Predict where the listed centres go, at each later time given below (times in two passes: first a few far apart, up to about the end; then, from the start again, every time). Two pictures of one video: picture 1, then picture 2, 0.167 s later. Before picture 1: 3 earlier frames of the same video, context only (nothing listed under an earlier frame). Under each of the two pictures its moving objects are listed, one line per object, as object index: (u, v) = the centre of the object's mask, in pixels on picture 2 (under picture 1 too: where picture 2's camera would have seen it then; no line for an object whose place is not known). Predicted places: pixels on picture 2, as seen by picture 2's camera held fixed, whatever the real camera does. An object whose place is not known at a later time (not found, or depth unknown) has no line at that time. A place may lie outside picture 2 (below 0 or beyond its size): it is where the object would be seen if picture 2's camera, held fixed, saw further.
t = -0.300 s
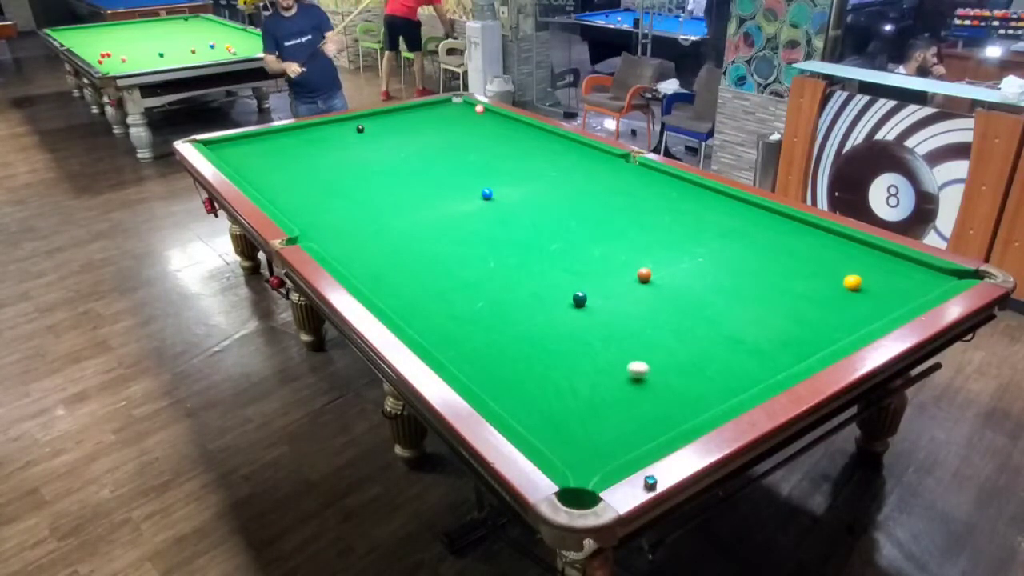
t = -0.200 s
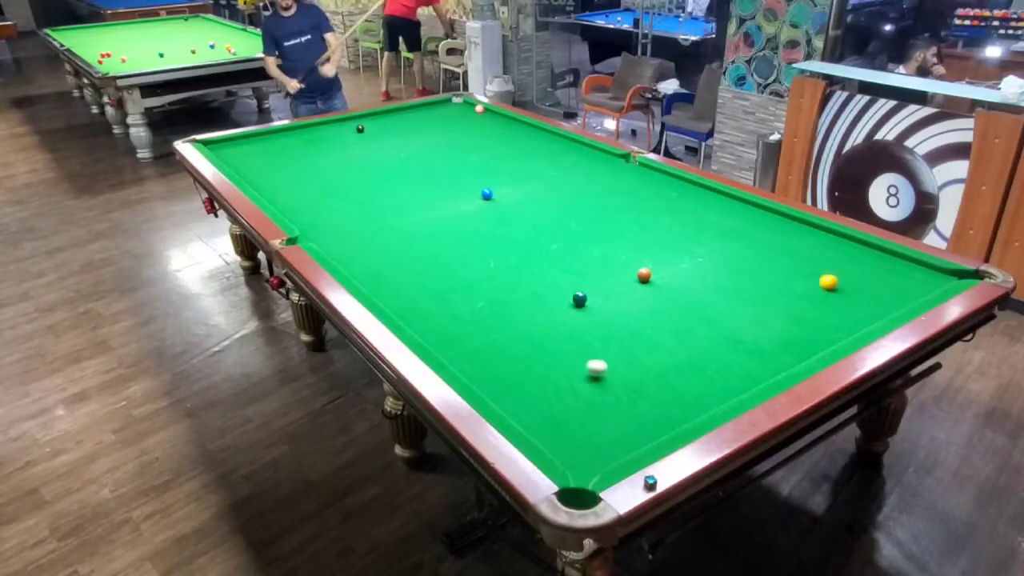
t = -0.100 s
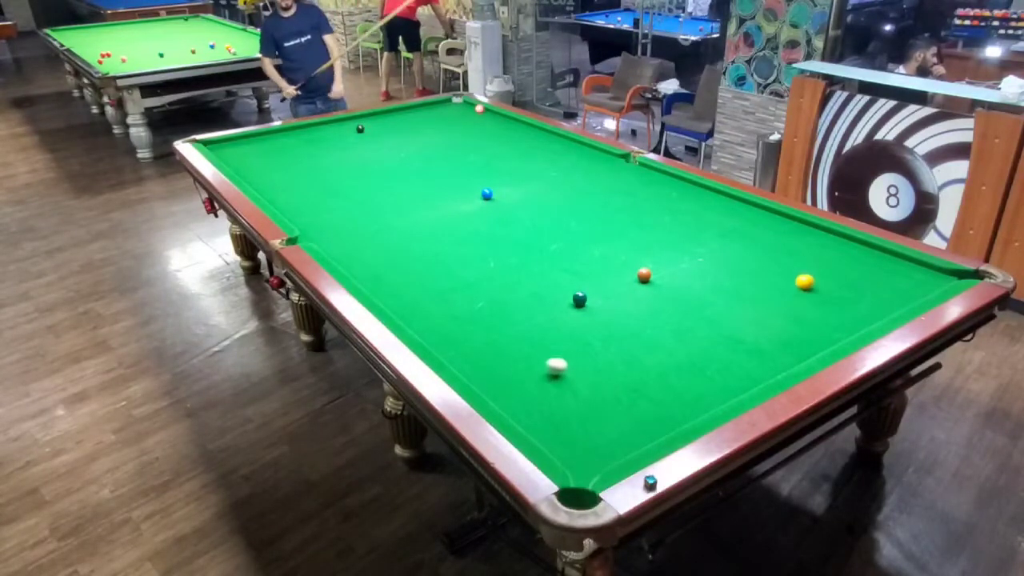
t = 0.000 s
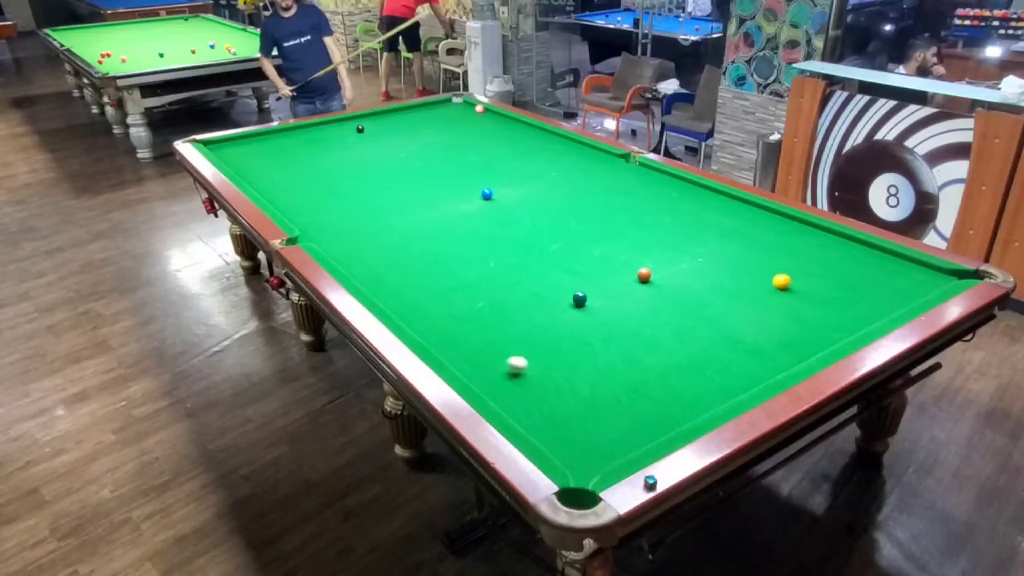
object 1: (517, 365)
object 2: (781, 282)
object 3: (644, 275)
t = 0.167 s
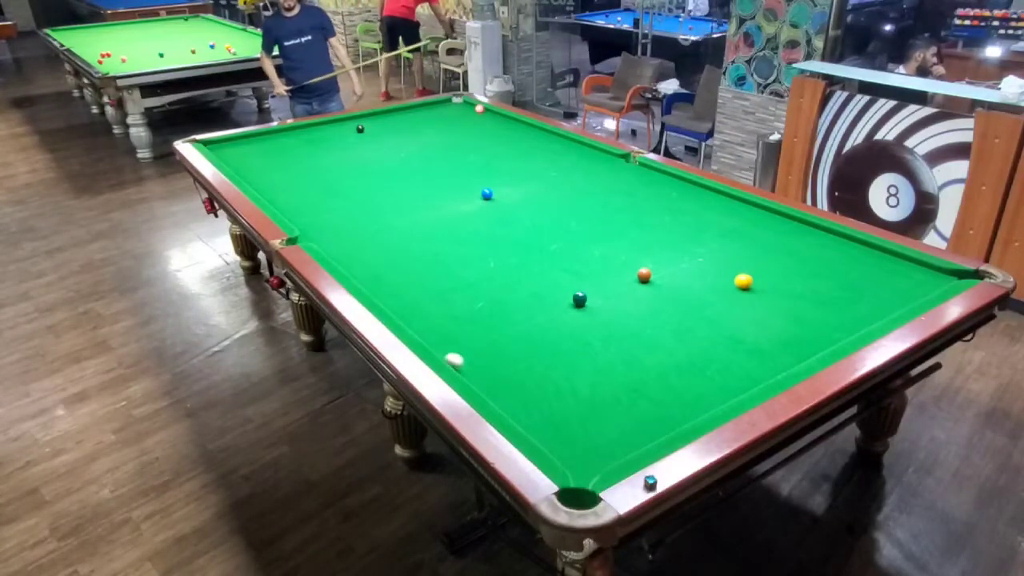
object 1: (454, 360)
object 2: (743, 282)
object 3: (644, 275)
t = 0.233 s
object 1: (457, 350)
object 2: (728, 282)
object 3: (644, 275)
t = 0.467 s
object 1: (469, 314)
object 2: (678, 281)
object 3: (644, 275)
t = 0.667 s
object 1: (477, 288)
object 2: (639, 283)
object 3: (642, 271)
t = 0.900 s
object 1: (486, 262)
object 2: (599, 288)
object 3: (635, 268)
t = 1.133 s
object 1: (494, 240)
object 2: (559, 293)
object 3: (629, 264)
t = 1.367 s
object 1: (500, 221)
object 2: (520, 299)
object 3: (624, 261)
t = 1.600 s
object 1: (506, 204)
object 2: (482, 304)
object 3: (620, 258)
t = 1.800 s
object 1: (510, 192)
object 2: (451, 309)
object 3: (617, 256)
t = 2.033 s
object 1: (515, 179)
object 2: (415, 313)
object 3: (614, 254)
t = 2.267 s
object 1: (519, 167)
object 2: (406, 311)
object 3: (612, 253)
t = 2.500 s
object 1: (523, 157)
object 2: (420, 302)
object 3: (611, 252)
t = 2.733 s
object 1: (526, 147)
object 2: (432, 294)
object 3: (611, 252)
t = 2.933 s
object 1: (529, 141)
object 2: (441, 288)
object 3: (611, 252)
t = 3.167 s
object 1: (532, 133)
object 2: (451, 282)
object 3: (611, 252)
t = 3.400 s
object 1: (533, 127)
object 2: (460, 277)
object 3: (611, 252)
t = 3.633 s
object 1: (518, 126)
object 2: (468, 272)
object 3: (611, 252)
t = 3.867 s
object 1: (503, 125)
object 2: (474, 268)
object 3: (611, 252)
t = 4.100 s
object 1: (490, 125)
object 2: (480, 265)
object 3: (611, 252)
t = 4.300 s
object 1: (479, 124)
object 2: (484, 262)
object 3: (611, 252)
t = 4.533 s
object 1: (467, 123)
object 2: (488, 260)
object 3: (611, 252)
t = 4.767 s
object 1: (456, 123)
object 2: (492, 258)
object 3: (611, 252)
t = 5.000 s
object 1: (446, 123)
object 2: (494, 257)
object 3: (611, 252)
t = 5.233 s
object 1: (437, 122)
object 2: (495, 256)
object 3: (611, 252)
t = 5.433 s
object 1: (430, 122)
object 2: (495, 255)
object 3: (611, 252)
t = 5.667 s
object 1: (422, 122)
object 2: (495, 255)
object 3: (611, 252)
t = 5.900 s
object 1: (415, 122)
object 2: (495, 255)
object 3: (611, 252)
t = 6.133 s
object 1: (409, 121)
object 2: (495, 255)
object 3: (611, 252)
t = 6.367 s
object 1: (404, 121)
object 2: (495, 255)
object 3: (611, 252)
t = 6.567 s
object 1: (399, 121)
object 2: (495, 255)
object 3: (611, 252)
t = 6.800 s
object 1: (395, 121)
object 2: (495, 255)
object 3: (611, 252)
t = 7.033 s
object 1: (392, 120)
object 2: (495, 255)
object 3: (611, 252)
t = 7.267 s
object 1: (389, 120)
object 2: (495, 255)
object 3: (611, 252)
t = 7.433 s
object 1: (388, 120)
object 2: (495, 255)
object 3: (611, 252)
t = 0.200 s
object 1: (454, 356)
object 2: (736, 282)
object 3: (644, 275)
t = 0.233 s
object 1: (457, 350)
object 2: (728, 282)
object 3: (644, 275)
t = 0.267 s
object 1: (459, 344)
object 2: (721, 281)
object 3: (644, 275)
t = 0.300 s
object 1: (460, 339)
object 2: (714, 281)
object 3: (644, 275)
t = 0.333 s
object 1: (462, 334)
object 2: (706, 281)
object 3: (644, 275)
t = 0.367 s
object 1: (464, 329)
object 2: (699, 281)
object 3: (644, 275)
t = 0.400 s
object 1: (465, 324)
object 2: (692, 281)
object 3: (644, 275)
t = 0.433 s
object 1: (467, 319)
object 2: (685, 281)
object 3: (644, 275)
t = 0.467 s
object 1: (469, 314)
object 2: (678, 281)
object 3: (644, 275)
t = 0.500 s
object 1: (470, 309)
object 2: (671, 281)
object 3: (644, 275)
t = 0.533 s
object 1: (471, 305)
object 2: (664, 281)
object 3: (644, 275)
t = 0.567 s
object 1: (473, 300)
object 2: (657, 281)
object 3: (643, 275)
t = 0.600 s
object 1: (474, 296)
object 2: (650, 281)
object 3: (642, 273)
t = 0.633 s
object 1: (476, 292)
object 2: (645, 282)
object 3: (642, 271)
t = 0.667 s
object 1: (477, 288)
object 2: (639, 283)
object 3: (642, 271)
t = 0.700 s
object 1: (478, 284)
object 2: (633, 284)
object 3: (641, 272)
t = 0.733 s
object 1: (480, 280)
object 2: (627, 284)
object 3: (640, 272)
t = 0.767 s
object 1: (481, 276)
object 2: (621, 285)
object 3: (639, 271)
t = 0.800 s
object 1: (482, 273)
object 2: (616, 286)
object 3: (638, 270)
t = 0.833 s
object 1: (483, 269)
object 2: (610, 286)
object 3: (637, 270)
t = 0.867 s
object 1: (485, 265)
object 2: (604, 287)
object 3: (636, 269)
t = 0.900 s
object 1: (486, 262)
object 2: (599, 288)
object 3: (635, 268)
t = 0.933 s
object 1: (487, 259)
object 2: (593, 289)
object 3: (634, 267)
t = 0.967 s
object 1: (488, 255)
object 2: (588, 289)
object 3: (634, 267)
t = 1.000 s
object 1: (489, 252)
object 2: (583, 288)
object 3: (632, 266)
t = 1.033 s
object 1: (490, 249)
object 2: (576, 289)
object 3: (632, 266)
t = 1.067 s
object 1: (491, 246)
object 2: (570, 291)
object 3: (631, 265)
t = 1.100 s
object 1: (493, 243)
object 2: (565, 293)
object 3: (630, 265)
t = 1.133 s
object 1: (494, 240)
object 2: (559, 293)
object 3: (629, 264)
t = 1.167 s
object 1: (494, 237)
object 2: (554, 294)
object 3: (629, 264)
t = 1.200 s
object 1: (495, 234)
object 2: (548, 295)
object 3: (628, 263)
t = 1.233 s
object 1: (496, 231)
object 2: (542, 296)
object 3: (627, 263)
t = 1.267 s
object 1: (497, 228)
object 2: (537, 297)
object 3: (626, 262)
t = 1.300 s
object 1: (498, 226)
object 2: (531, 298)
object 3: (626, 262)
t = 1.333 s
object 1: (499, 223)
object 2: (526, 298)
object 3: (625, 261)
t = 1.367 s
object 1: (500, 221)
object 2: (520, 299)
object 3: (624, 261)
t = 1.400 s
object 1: (501, 219)
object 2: (515, 300)
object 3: (623, 260)
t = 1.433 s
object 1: (502, 216)
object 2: (510, 301)
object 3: (623, 260)
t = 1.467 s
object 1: (503, 214)
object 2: (504, 302)
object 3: (622, 260)
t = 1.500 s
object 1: (503, 211)
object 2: (499, 302)
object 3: (621, 259)
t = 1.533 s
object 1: (504, 209)
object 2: (493, 303)
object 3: (621, 259)
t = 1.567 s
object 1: (505, 207)
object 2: (488, 304)
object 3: (620, 258)
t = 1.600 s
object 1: (506, 204)
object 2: (482, 304)
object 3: (620, 258)
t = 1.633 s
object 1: (507, 202)
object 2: (477, 305)
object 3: (619, 258)
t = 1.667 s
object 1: (507, 200)
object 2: (472, 306)
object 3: (619, 257)
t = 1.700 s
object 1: (508, 198)
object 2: (467, 306)
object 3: (618, 257)
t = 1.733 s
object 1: (509, 196)
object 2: (462, 307)
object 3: (618, 257)
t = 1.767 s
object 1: (509, 194)
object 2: (456, 308)
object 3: (617, 256)
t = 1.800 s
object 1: (510, 192)
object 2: (451, 309)
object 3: (617, 256)
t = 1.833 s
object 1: (511, 190)
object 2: (446, 309)
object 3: (616, 256)
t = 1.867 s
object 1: (511, 188)
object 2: (441, 310)
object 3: (616, 256)
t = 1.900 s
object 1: (512, 186)
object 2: (436, 311)
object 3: (615, 255)
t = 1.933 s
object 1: (513, 184)
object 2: (430, 311)
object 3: (615, 255)
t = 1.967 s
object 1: (513, 182)
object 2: (425, 312)
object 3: (615, 255)
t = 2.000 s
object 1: (514, 181)
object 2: (420, 312)
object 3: (614, 254)
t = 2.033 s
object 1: (515, 179)
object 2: (415, 313)
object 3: (614, 254)
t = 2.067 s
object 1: (515, 177)
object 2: (410, 314)
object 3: (613, 254)
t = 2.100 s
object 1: (516, 175)
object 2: (405, 314)
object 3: (613, 254)
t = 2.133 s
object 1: (517, 174)
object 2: (401, 314)
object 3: (613, 253)
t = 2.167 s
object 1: (517, 172)
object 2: (400, 313)
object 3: (613, 253)
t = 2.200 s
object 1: (518, 170)
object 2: (402, 313)
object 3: (613, 253)
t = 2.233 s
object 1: (519, 169)
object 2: (404, 312)
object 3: (612, 253)
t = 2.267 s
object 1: (519, 167)
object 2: (406, 311)
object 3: (612, 253)
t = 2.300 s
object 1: (520, 166)
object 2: (408, 309)
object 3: (612, 252)
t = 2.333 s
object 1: (520, 164)
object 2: (410, 308)
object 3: (612, 252)
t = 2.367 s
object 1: (520, 163)
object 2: (412, 306)
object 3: (612, 252)
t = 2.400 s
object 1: (521, 161)
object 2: (414, 305)
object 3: (611, 252)
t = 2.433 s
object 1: (522, 160)
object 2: (416, 304)
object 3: (611, 252)
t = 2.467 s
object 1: (522, 158)
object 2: (418, 303)
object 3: (611, 252)
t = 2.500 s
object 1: (523, 157)
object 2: (420, 302)
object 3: (611, 252)
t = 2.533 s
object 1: (523, 156)
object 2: (421, 301)
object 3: (611, 252)
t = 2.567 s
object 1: (524, 154)
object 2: (423, 299)
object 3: (611, 252)
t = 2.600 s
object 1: (524, 153)
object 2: (425, 298)
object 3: (611, 252)
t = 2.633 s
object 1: (525, 151)
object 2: (427, 297)
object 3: (611, 252)
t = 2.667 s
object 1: (525, 150)
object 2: (428, 296)
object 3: (611, 252)
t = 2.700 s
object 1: (526, 149)
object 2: (430, 295)
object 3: (611, 252)
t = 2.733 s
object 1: (526, 147)
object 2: (432, 294)
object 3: (611, 252)
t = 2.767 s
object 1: (527, 146)
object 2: (433, 293)
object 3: (611, 252)
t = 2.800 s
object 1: (527, 145)
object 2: (435, 292)
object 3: (611, 252)
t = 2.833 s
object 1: (528, 144)
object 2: (437, 291)
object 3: (611, 252)
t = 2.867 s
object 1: (528, 143)
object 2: (438, 290)
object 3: (611, 252)
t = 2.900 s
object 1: (529, 142)
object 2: (439, 289)
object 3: (611, 252)
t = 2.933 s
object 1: (529, 141)
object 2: (441, 288)
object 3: (611, 252)
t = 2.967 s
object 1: (530, 139)
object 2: (443, 287)
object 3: (611, 252)
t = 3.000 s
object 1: (530, 138)
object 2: (444, 286)
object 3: (611, 252)
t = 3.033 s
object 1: (531, 137)
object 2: (445, 285)
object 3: (611, 252)
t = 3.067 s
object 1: (531, 136)
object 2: (447, 285)
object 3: (611, 252)
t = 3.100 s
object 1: (531, 135)
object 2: (448, 284)
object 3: (611, 252)
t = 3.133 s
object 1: (532, 134)
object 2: (450, 283)
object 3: (611, 252)
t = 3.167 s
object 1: (532, 133)
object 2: (451, 282)
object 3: (611, 252)
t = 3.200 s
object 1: (532, 132)
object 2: (452, 281)
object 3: (611, 252)
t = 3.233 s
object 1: (533, 131)
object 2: (454, 280)
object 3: (611, 252)
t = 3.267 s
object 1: (533, 130)
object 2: (455, 280)
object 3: (611, 252)
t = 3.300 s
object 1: (534, 129)
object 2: (456, 279)
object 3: (611, 252)
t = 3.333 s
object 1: (534, 128)
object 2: (458, 278)
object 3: (611, 252)
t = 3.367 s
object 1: (535, 127)
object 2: (459, 277)
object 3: (611, 252)
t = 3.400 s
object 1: (533, 127)
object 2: (460, 277)
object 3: (611, 252)
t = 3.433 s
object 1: (531, 127)
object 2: (461, 276)
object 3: (611, 252)
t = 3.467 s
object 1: (529, 127)
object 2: (462, 275)
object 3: (611, 252)
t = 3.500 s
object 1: (526, 126)
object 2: (463, 275)
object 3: (611, 252)
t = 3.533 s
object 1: (524, 126)
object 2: (464, 274)
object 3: (611, 252)
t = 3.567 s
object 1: (522, 126)
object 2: (465, 273)
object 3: (611, 252)
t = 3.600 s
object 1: (520, 126)
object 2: (466, 273)
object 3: (611, 252)
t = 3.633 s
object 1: (518, 126)
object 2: (468, 272)
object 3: (611, 252)
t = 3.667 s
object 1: (516, 126)
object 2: (469, 272)
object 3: (611, 252)
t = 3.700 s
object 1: (513, 126)
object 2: (470, 271)
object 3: (611, 252)
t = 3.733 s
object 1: (511, 126)
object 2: (471, 270)
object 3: (611, 252)
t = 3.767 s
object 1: (509, 126)
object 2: (472, 270)
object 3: (611, 252)
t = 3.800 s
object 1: (507, 126)
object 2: (472, 269)
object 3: (611, 252)
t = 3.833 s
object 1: (505, 125)
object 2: (474, 269)
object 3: (611, 252)
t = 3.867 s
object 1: (503, 125)
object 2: (474, 268)
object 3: (611, 252)
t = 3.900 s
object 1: (501, 125)
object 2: (475, 267)
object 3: (611, 252)
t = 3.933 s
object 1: (499, 125)
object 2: (476, 267)
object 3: (611, 252)
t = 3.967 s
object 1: (497, 125)
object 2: (477, 267)
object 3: (611, 252)
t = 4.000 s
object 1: (495, 125)
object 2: (478, 266)
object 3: (611, 252)
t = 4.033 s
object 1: (493, 125)
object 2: (478, 266)
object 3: (611, 252)
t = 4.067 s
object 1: (492, 125)
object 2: (479, 265)
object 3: (611, 252)
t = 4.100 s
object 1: (490, 125)
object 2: (480, 265)
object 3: (611, 252)
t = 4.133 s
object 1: (488, 124)
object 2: (481, 264)
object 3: (611, 252)
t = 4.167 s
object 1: (486, 124)
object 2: (482, 264)
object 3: (611, 252)
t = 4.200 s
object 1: (484, 124)
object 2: (482, 263)
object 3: (611, 252)
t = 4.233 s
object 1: (482, 124)
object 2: (483, 263)
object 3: (611, 252)
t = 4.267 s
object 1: (481, 124)
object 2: (484, 263)
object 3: (611, 252)
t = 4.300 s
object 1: (479, 124)
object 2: (484, 262)
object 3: (611, 252)
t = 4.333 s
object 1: (477, 124)
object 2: (485, 262)
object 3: (611, 252)
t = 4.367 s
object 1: (475, 124)
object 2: (486, 262)
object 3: (611, 252)
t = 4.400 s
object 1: (474, 124)
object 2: (486, 261)
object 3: (611, 252)
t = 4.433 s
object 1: (472, 124)
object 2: (487, 261)
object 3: (611, 252)
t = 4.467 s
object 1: (470, 124)
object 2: (487, 261)
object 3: (611, 252)
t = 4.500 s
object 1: (469, 123)
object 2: (488, 260)
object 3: (611, 252)
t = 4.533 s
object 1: (467, 123)
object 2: (488, 260)
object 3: (611, 252)
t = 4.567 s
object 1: (465, 123)
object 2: (489, 260)
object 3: (611, 252)
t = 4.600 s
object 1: (464, 123)
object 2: (489, 259)
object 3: (611, 252)
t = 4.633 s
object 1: (462, 123)
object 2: (490, 259)
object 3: (611, 252)
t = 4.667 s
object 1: (461, 123)
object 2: (490, 259)
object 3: (611, 251)
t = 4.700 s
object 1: (459, 123)
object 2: (491, 259)
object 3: (611, 252)
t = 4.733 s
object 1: (458, 123)
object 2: (491, 258)
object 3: (611, 252)
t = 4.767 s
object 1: (456, 123)
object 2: (492, 258)
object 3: (611, 252)
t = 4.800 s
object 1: (455, 123)
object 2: (492, 258)
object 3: (611, 252)
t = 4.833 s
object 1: (453, 123)
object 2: (492, 258)
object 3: (611, 252)
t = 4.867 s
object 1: (452, 123)
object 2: (493, 258)
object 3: (611, 252)
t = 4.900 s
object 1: (450, 123)
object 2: (493, 257)
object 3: (611, 252)
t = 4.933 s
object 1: (449, 123)
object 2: (494, 257)
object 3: (611, 251)
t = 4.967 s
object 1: (448, 123)
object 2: (494, 257)
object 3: (611, 252)
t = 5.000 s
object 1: (446, 123)
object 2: (494, 257)
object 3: (611, 252)
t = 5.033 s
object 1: (445, 123)
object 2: (494, 257)
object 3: (611, 252)
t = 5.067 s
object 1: (444, 123)
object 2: (494, 257)
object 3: (611, 252)
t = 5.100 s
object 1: (442, 123)
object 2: (494, 256)
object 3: (611, 252)
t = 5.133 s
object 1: (441, 123)
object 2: (494, 256)
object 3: (611, 252)
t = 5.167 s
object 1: (439, 123)
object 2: (494, 256)
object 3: (611, 252)
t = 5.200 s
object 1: (438, 122)
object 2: (495, 256)
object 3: (611, 252)
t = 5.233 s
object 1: (437, 122)
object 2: (495, 256)
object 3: (611, 252)
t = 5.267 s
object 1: (436, 122)
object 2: (495, 256)
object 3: (611, 252)
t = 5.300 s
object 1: (435, 122)
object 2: (495, 256)
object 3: (611, 252)
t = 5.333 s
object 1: (433, 122)
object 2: (495, 256)
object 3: (611, 252)
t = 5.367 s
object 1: (432, 122)
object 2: (495, 256)
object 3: (611, 252)
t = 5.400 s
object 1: (431, 122)
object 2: (495, 255)
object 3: (611, 252)
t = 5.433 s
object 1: (430, 122)
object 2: (495, 255)
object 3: (611, 252)
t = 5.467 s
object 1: (429, 122)
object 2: (495, 255)
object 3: (611, 252)
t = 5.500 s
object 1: (427, 122)
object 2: (495, 255)
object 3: (611, 252)
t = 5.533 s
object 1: (426, 122)
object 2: (495, 255)
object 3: (611, 252)
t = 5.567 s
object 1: (425, 122)
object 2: (495, 255)
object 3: (611, 252)
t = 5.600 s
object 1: (424, 122)
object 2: (495, 255)
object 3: (611, 252)
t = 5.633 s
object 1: (423, 122)
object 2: (495, 255)
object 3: (611, 252)
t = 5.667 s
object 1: (422, 122)
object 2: (495, 255)
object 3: (611, 252)
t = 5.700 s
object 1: (421, 122)
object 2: (495, 255)
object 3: (611, 252)
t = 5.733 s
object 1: (420, 122)
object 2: (495, 255)
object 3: (611, 252)
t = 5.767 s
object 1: (419, 122)
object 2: (495, 255)
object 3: (611, 252)
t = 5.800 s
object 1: (418, 122)
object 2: (495, 255)
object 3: (611, 252)
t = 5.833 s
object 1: (417, 122)
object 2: (495, 255)
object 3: (611, 252)
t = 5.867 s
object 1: (416, 122)
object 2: (495, 255)
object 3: (611, 252)
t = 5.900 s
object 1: (415, 122)
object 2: (495, 255)
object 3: (611, 252)
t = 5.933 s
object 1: (414, 122)
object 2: (495, 255)
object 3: (611, 252)
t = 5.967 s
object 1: (413, 122)
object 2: (495, 255)
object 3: (611, 252)
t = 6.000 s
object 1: (412, 122)
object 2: (495, 255)
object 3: (611, 252)
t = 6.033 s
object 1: (412, 122)
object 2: (495, 255)
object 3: (611, 252)
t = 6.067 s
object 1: (411, 121)
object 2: (495, 255)
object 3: (611, 252)
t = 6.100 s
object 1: (410, 121)
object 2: (495, 255)
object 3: (611, 252)
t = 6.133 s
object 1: (409, 121)
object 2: (495, 255)
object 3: (611, 252)
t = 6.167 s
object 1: (408, 121)
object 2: (495, 255)
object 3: (611, 252)
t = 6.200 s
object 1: (407, 121)
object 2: (495, 255)
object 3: (611, 252)
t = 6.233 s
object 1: (407, 121)
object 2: (495, 255)
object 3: (611, 252)
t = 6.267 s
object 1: (406, 121)
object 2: (495, 255)
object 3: (611, 252)
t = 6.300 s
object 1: (405, 121)
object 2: (495, 255)
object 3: (611, 252)
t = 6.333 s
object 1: (404, 121)
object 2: (495, 255)
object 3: (611, 252)
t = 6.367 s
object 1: (404, 121)
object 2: (495, 255)
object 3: (611, 252)
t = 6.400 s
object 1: (403, 121)
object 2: (495, 255)
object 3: (611, 252)
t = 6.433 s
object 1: (402, 121)
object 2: (495, 255)
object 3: (611, 252)
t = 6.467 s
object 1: (402, 121)
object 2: (495, 255)
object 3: (611, 252)
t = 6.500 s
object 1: (401, 121)
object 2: (495, 255)
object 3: (611, 252)
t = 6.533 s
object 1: (400, 121)
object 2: (495, 255)
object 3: (611, 252)
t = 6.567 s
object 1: (399, 121)
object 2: (495, 255)
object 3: (611, 252)
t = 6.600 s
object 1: (399, 121)
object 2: (495, 255)
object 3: (611, 252)
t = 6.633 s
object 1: (398, 121)
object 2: (495, 255)
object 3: (611, 252)
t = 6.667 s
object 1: (397, 121)
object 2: (495, 255)
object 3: (611, 252)
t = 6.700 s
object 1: (397, 121)
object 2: (495, 255)
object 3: (611, 252)
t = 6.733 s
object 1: (396, 121)
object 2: (495, 255)
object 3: (611, 252)
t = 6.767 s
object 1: (396, 121)
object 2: (495, 255)
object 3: (611, 252)
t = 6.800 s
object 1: (395, 121)
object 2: (495, 255)
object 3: (611, 252)
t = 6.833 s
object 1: (395, 121)
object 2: (495, 255)
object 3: (611, 252)
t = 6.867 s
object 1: (394, 121)
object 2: (495, 255)
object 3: (611, 252)
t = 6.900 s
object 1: (394, 121)
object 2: (495, 255)
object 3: (611, 252)
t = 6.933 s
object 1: (393, 121)
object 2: (495, 255)
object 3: (611, 252)
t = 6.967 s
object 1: (393, 121)
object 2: (495, 255)
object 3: (611, 252)
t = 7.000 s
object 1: (392, 121)
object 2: (495, 255)
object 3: (611, 252)
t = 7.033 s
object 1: (392, 120)
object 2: (495, 255)
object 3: (611, 252)
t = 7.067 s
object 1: (391, 121)
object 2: (495, 255)
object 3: (611, 252)
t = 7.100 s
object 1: (391, 121)
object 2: (495, 255)
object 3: (611, 252)
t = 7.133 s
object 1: (391, 121)
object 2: (495, 255)
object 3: (611, 252)
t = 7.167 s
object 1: (390, 121)
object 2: (495, 255)
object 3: (611, 252)
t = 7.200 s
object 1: (390, 121)
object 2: (495, 255)
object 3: (611, 252)
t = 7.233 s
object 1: (390, 121)
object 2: (495, 255)
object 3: (611, 252)
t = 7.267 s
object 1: (389, 120)
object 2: (495, 255)
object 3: (611, 252)
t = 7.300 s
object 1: (389, 121)
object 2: (495, 255)
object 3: (611, 252)
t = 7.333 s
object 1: (388, 121)
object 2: (495, 255)
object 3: (611, 252)
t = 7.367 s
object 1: (388, 121)
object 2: (495, 255)
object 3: (611, 252)
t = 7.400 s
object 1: (388, 120)
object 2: (495, 255)
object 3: (611, 252)
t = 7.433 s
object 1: (388, 120)
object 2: (495, 255)
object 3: (611, 252)
